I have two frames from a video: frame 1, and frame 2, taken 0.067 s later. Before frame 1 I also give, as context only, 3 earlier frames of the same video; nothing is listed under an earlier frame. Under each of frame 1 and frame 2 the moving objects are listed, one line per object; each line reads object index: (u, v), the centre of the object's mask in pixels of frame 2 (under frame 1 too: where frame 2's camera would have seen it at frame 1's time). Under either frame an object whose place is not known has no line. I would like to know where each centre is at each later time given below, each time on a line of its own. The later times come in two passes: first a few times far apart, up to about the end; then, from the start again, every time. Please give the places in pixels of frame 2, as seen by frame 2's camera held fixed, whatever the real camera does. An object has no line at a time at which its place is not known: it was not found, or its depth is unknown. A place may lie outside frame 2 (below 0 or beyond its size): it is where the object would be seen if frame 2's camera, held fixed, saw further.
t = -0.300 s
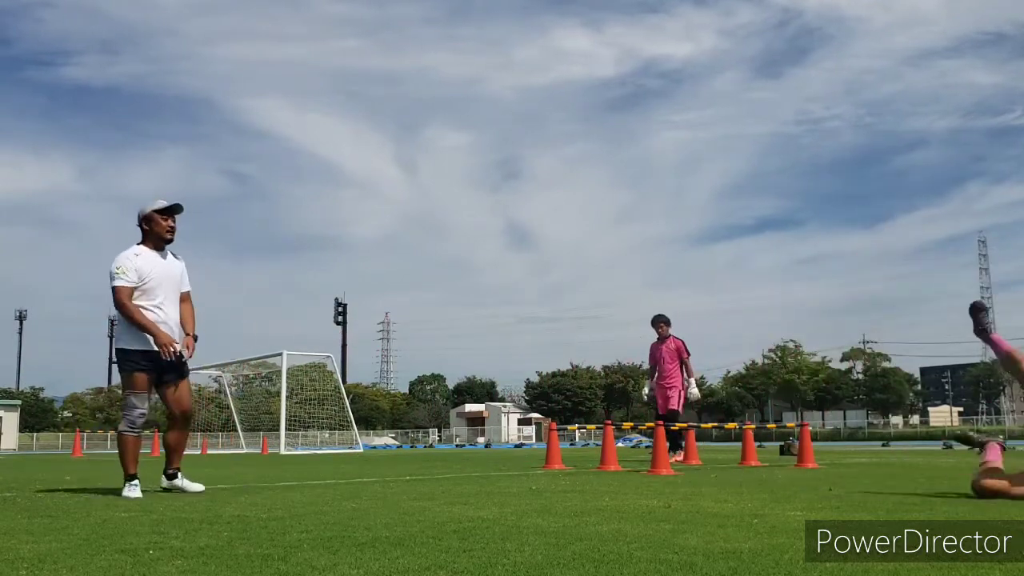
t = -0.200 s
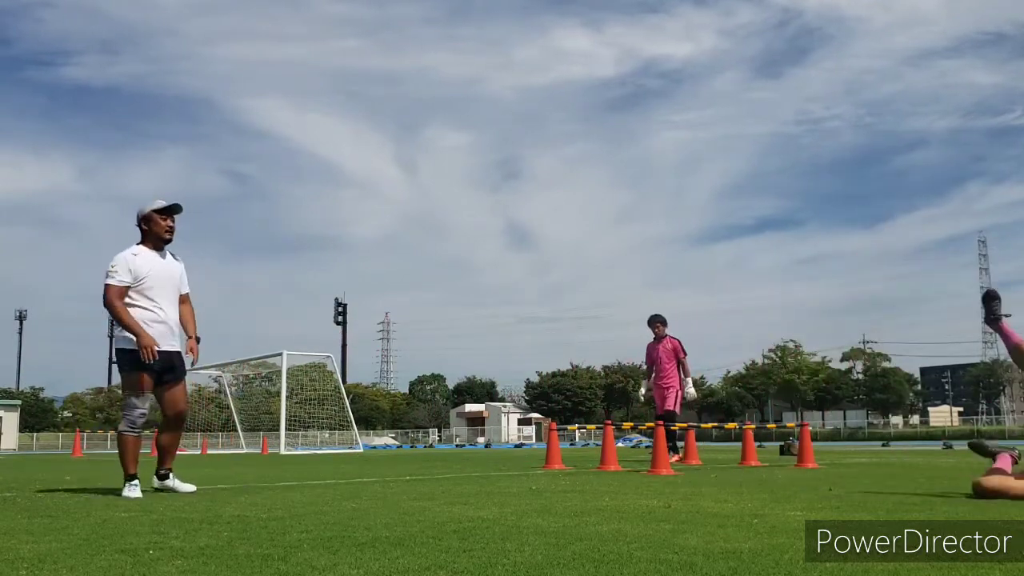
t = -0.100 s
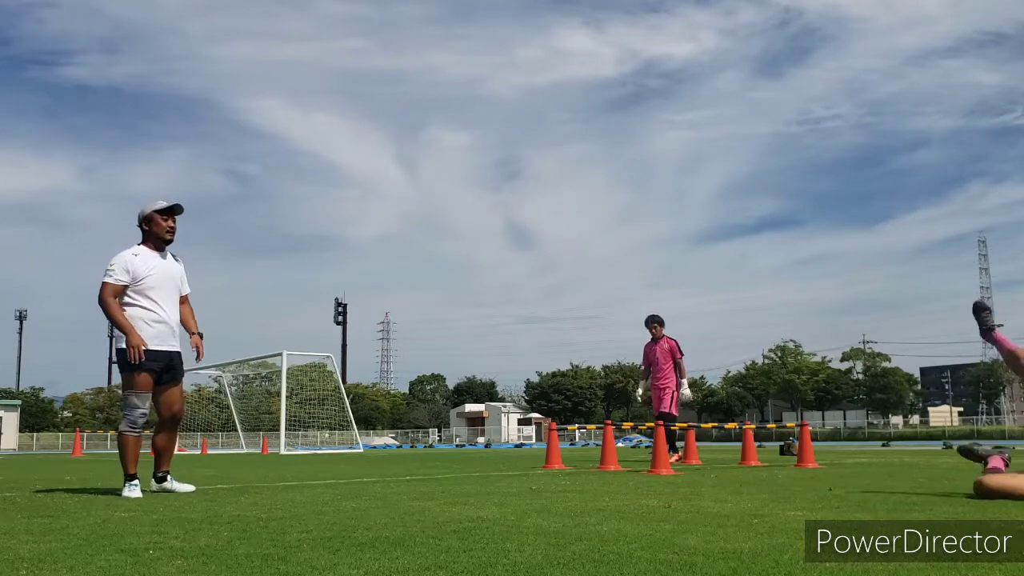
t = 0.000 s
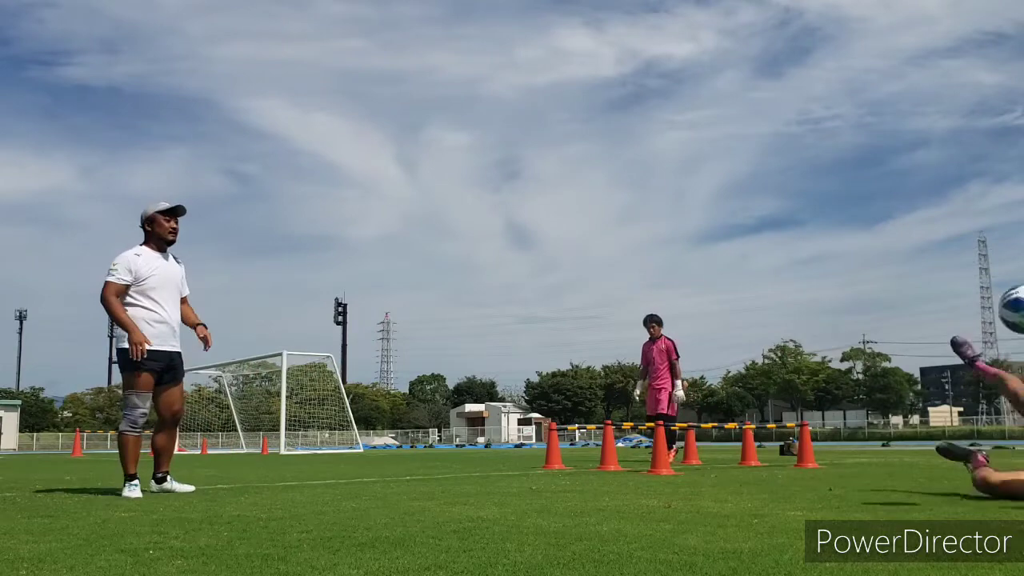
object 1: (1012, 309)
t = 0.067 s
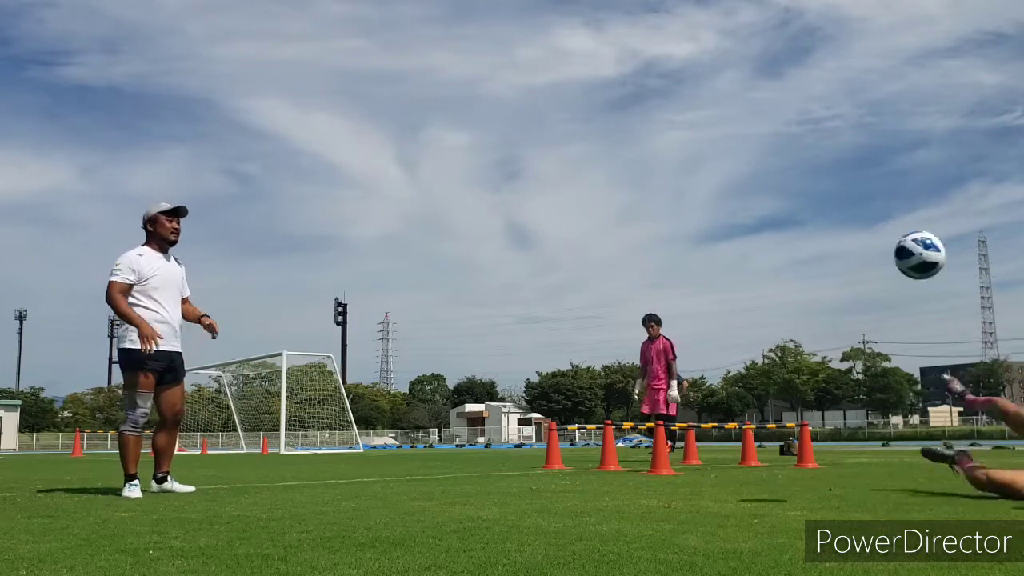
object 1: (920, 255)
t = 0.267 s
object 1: (652, 171)
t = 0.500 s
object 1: (413, 183)
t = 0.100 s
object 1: (870, 234)
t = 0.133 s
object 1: (823, 215)
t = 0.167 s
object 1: (777, 200)
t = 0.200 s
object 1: (733, 187)
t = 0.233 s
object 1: (692, 178)
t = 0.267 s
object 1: (652, 171)
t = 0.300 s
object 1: (614, 167)
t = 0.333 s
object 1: (577, 164)
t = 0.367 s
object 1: (542, 164)
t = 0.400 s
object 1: (508, 166)
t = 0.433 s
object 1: (475, 170)
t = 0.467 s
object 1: (444, 176)
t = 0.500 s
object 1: (413, 183)
